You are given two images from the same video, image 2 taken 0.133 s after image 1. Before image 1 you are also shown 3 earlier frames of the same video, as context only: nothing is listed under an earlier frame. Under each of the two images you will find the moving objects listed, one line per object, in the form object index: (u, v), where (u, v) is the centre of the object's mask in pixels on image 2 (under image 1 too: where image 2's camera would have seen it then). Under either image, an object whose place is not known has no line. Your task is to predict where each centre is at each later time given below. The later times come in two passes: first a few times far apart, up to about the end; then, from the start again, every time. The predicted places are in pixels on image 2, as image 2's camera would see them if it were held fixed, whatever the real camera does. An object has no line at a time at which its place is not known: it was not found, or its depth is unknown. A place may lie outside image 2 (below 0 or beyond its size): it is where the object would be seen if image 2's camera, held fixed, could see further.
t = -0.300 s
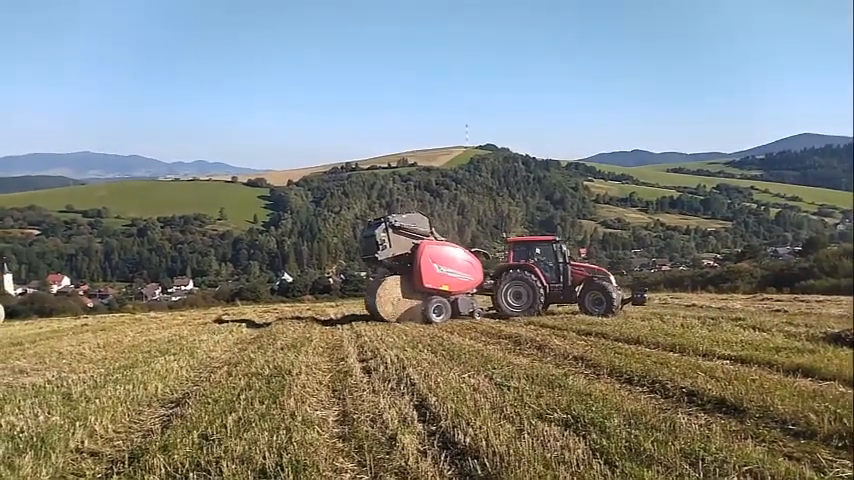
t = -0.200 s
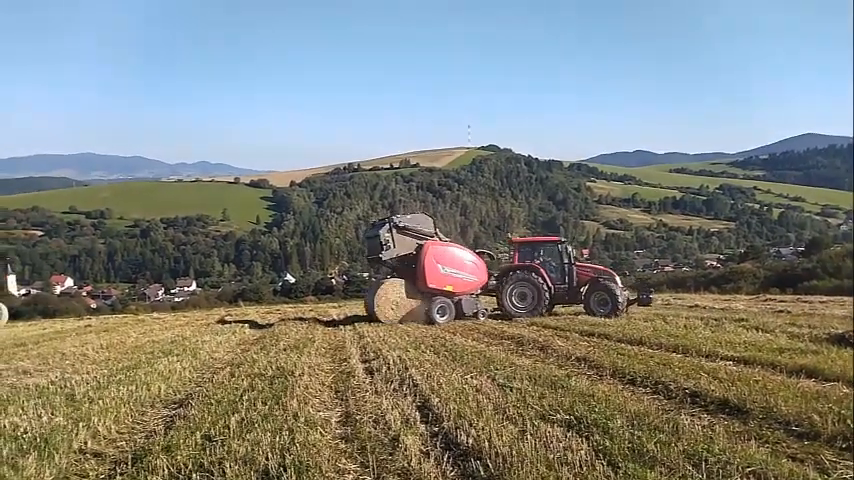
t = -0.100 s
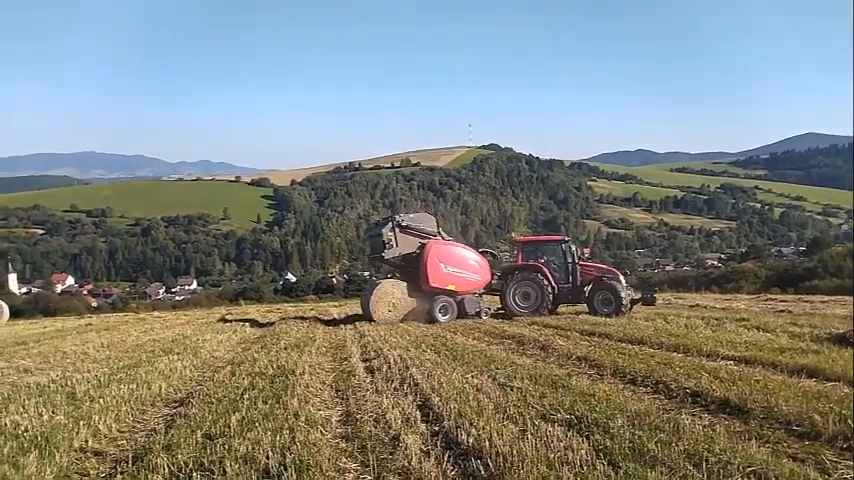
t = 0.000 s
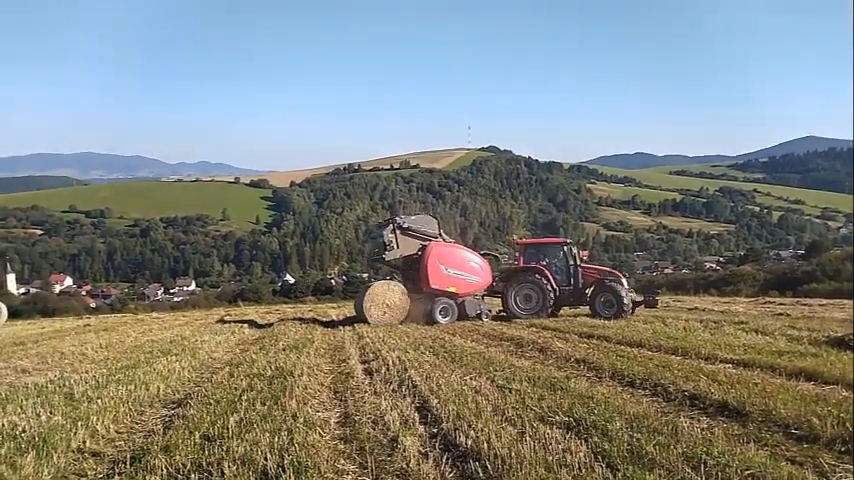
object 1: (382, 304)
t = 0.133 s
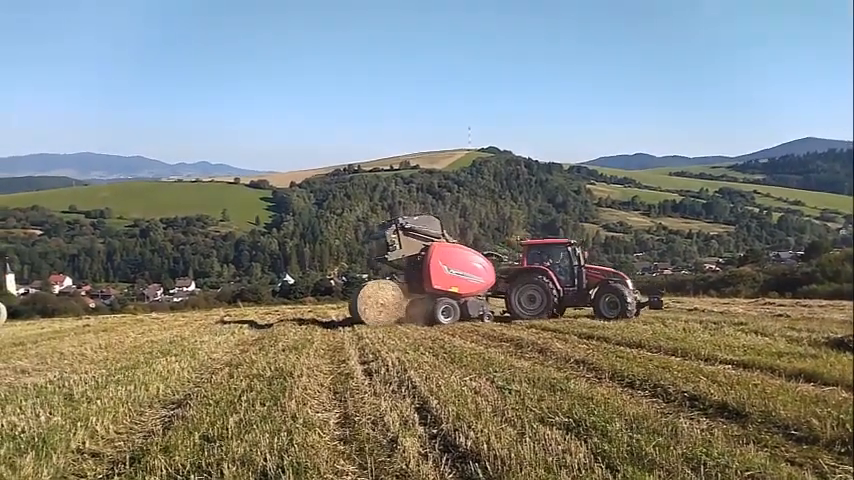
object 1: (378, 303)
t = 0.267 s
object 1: (371, 302)
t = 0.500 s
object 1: (364, 302)
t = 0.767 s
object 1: (358, 302)
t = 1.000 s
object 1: (353, 303)
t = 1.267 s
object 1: (348, 304)
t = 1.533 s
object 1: (342, 306)
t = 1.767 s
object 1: (338, 305)
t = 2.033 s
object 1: (334, 307)
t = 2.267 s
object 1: (332, 305)
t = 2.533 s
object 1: (331, 306)
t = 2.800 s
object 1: (331, 306)
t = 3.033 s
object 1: (332, 307)
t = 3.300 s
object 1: (333, 307)
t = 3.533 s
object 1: (332, 307)
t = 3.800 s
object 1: (331, 307)
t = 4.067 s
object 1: (332, 307)
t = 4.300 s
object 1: (330, 307)
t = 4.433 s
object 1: (330, 307)
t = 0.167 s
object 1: (375, 303)
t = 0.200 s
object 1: (374, 303)
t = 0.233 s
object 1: (372, 302)
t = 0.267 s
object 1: (371, 302)
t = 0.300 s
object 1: (371, 302)
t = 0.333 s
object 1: (369, 302)
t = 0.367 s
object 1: (368, 302)
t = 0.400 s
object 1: (367, 302)
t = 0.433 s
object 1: (367, 302)
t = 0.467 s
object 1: (365, 302)
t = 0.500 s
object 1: (364, 302)
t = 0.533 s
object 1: (364, 302)
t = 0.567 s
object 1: (363, 302)
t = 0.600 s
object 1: (361, 302)
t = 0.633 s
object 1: (361, 303)
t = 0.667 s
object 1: (360, 302)
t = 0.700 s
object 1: (360, 303)
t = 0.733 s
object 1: (359, 303)
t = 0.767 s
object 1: (358, 302)
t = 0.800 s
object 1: (358, 303)
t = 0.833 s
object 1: (357, 302)
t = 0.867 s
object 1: (356, 303)
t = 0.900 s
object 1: (355, 303)
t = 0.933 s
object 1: (355, 303)
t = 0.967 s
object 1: (354, 303)
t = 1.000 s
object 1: (353, 303)
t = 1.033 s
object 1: (353, 303)
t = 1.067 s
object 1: (352, 303)
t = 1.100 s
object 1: (351, 303)
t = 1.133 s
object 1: (351, 303)
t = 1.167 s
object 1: (350, 304)
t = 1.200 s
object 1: (349, 304)
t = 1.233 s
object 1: (349, 304)
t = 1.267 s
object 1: (348, 304)
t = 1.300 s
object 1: (347, 304)
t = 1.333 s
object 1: (346, 305)
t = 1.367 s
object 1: (346, 304)
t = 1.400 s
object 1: (345, 305)
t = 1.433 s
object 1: (344, 305)
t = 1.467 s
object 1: (343, 305)
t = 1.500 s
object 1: (343, 306)
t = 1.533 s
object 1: (342, 306)
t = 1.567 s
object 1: (341, 305)
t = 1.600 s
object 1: (340, 305)
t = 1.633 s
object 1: (339, 306)
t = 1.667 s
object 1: (339, 305)
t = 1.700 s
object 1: (338, 305)
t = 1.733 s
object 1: (338, 305)
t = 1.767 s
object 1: (338, 305)
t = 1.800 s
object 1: (337, 306)
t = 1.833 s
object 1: (337, 306)
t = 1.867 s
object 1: (336, 306)
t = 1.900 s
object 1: (336, 306)
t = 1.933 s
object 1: (335, 306)
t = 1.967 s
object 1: (335, 307)
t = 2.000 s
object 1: (335, 307)
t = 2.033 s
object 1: (334, 307)
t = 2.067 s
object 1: (334, 307)
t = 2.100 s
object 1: (334, 307)
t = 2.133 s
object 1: (333, 307)
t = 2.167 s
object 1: (333, 306)
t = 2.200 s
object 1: (333, 307)
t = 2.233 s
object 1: (332, 306)
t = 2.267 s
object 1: (332, 305)
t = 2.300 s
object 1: (332, 305)
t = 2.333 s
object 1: (332, 306)
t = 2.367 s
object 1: (332, 305)
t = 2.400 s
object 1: (331, 305)
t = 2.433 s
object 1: (331, 305)
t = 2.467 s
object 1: (331, 305)
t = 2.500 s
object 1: (331, 305)
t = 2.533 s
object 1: (331, 306)
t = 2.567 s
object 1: (331, 305)
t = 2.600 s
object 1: (331, 306)
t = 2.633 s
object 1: (331, 306)
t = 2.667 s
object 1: (331, 306)
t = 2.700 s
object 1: (331, 306)
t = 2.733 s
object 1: (331, 306)
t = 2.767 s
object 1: (331, 306)
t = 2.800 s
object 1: (331, 306)
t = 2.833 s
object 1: (332, 307)
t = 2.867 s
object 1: (332, 307)
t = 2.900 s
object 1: (332, 307)
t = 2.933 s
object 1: (331, 306)
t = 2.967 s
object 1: (332, 307)
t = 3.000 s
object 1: (332, 307)
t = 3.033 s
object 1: (332, 307)
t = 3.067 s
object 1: (332, 307)
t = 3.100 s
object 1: (332, 306)
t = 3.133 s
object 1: (332, 307)
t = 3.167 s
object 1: (332, 307)
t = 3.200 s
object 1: (332, 307)
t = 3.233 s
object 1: (333, 307)
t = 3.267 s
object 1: (333, 307)
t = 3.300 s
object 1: (333, 307)
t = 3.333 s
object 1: (333, 307)
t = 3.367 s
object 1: (333, 307)
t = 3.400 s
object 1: (333, 307)
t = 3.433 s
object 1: (333, 307)
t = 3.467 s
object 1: (332, 307)
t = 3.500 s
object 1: (333, 307)
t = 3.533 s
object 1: (332, 307)
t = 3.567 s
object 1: (333, 307)
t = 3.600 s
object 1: (332, 307)
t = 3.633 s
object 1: (332, 307)
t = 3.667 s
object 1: (332, 307)
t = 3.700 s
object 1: (333, 307)
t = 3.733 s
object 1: (332, 307)
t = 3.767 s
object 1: (332, 307)
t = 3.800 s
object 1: (331, 307)
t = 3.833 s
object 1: (332, 308)
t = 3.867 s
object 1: (331, 307)
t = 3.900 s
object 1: (332, 307)
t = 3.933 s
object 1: (332, 308)
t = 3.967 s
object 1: (332, 307)
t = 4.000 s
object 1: (331, 308)
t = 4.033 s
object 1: (332, 307)
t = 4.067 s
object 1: (332, 307)
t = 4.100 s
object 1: (331, 307)
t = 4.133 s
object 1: (331, 308)
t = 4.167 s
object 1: (331, 307)
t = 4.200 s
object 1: (331, 307)
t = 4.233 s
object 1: (330, 307)
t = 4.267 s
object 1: (330, 307)
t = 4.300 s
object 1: (330, 307)
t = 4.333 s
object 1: (331, 307)
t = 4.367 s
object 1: (331, 307)
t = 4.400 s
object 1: (331, 307)
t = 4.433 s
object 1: (330, 307)
